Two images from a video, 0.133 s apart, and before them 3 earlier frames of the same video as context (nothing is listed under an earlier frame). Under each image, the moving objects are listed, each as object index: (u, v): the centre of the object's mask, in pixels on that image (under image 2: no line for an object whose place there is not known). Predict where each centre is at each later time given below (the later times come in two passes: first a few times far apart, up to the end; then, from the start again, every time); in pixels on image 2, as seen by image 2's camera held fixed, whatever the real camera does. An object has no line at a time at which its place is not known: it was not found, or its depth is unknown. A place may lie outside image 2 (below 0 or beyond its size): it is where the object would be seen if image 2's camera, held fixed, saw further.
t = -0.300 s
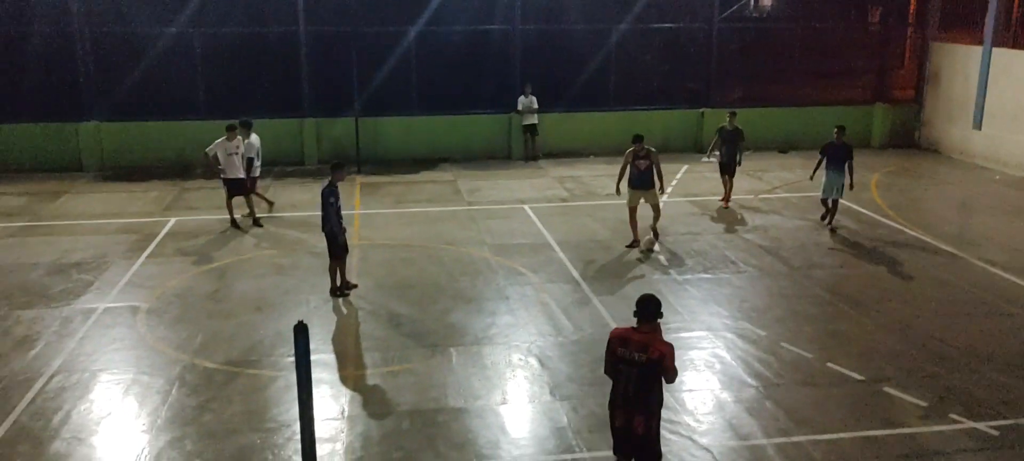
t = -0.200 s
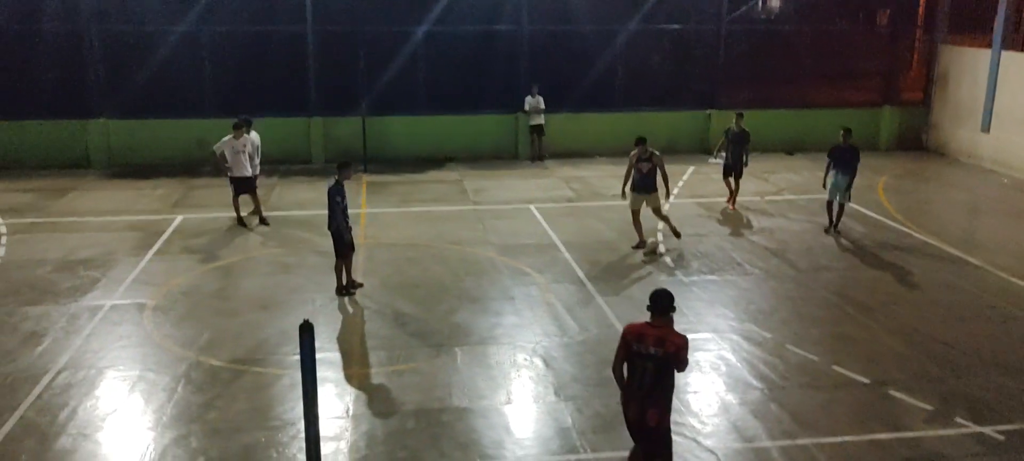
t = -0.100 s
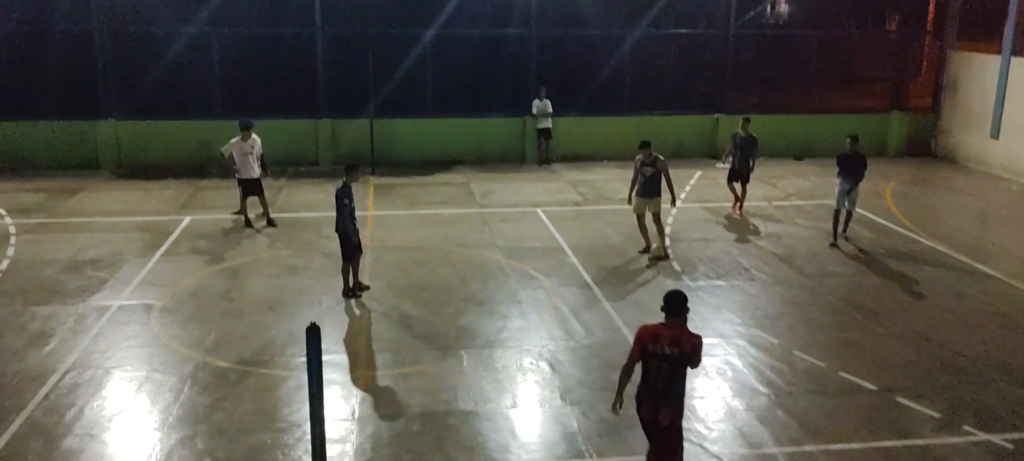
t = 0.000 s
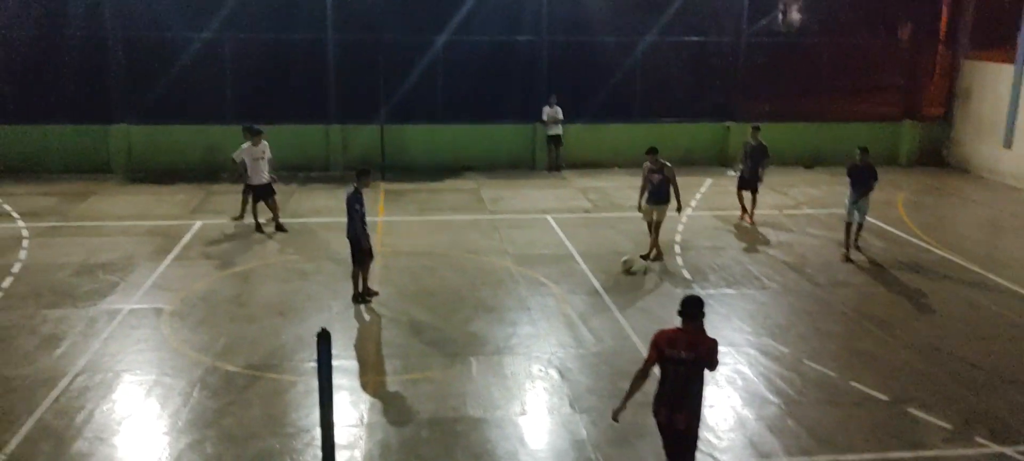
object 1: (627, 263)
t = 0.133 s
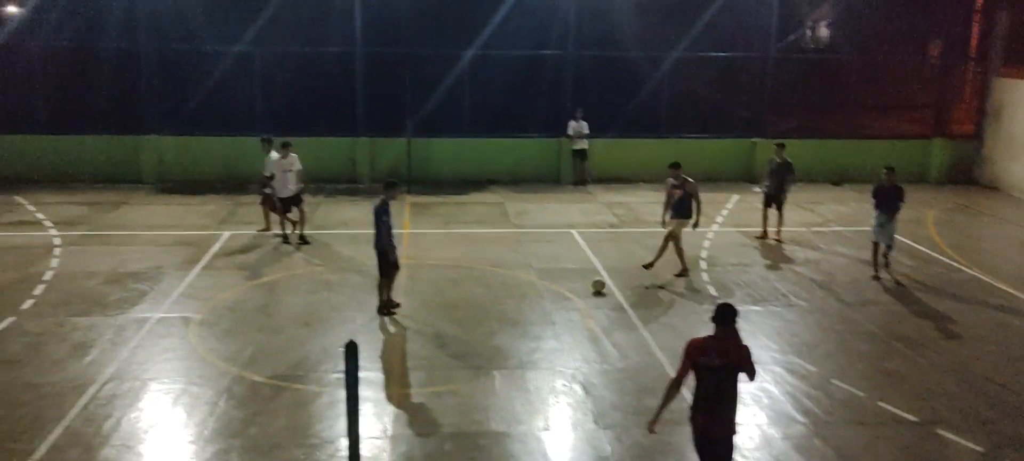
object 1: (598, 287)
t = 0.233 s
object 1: (559, 292)
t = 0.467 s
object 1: (472, 303)
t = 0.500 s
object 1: (462, 303)
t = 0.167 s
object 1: (585, 289)
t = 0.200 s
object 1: (572, 290)
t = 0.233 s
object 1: (559, 292)
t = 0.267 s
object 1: (546, 294)
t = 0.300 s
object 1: (533, 295)
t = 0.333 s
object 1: (521, 296)
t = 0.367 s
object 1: (509, 298)
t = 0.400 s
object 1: (496, 299)
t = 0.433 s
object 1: (484, 301)
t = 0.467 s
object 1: (472, 303)
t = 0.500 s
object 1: (462, 303)
